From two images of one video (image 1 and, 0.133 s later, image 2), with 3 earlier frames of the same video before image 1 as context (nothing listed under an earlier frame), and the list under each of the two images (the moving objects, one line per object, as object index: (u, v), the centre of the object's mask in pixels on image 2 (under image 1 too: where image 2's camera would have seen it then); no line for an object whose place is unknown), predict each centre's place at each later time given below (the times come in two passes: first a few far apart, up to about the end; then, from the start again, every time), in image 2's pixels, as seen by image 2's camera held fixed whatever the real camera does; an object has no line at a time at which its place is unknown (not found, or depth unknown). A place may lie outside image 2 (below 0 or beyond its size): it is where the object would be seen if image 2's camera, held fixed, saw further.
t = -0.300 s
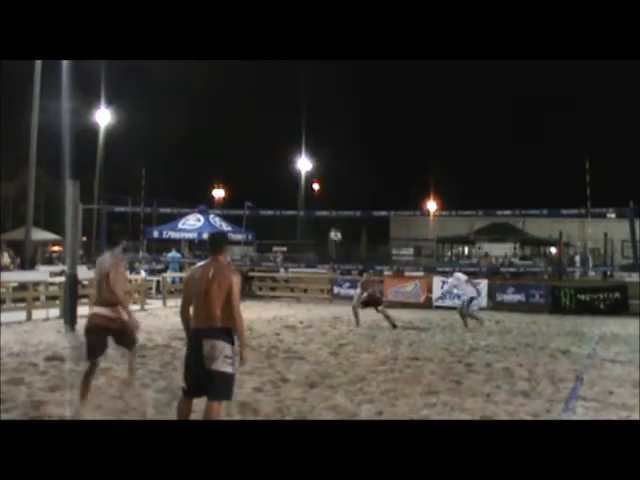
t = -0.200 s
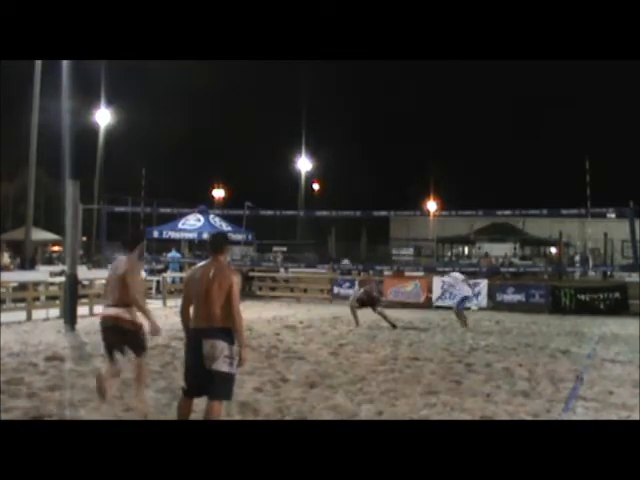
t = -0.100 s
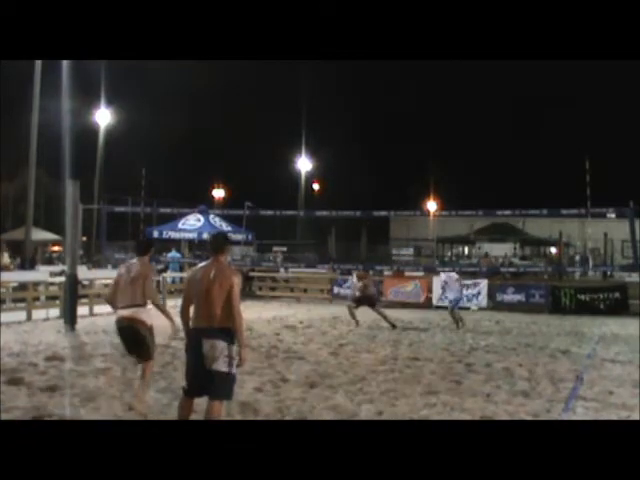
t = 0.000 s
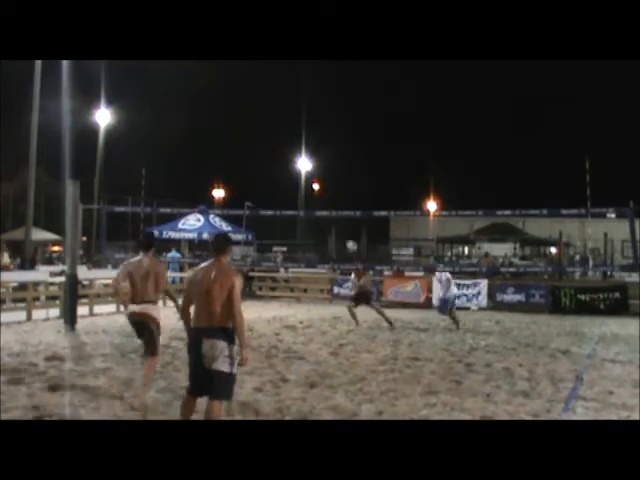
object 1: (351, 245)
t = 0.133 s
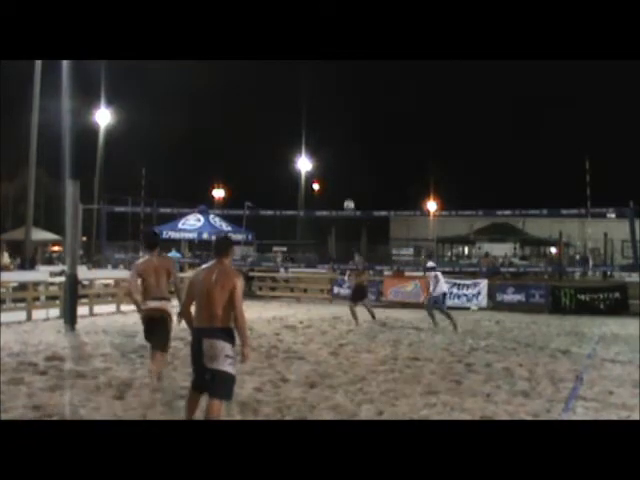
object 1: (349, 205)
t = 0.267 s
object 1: (347, 171)
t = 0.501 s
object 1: (344, 128)
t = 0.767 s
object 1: (340, 109)
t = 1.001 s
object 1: (335, 117)
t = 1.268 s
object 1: (330, 162)
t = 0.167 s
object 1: (348, 196)
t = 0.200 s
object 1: (348, 187)
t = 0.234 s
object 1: (347, 178)
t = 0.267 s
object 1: (347, 171)
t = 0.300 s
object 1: (346, 164)
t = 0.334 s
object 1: (346, 156)
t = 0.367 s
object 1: (346, 150)
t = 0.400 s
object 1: (345, 144)
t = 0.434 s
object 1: (344, 138)
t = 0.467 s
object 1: (344, 133)
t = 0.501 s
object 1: (344, 128)
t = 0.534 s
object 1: (343, 124)
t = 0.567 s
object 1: (342, 121)
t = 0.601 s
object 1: (342, 117)
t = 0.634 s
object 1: (342, 114)
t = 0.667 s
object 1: (341, 112)
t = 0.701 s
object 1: (341, 110)
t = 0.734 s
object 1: (340, 109)
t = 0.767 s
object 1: (340, 109)
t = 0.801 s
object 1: (339, 108)
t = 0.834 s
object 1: (338, 108)
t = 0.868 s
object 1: (338, 109)
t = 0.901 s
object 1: (337, 110)
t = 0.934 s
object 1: (336, 112)
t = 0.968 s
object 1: (336, 114)
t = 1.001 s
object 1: (335, 117)
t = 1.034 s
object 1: (335, 121)
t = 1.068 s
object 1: (334, 125)
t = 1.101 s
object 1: (333, 129)
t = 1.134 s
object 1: (332, 135)
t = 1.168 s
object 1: (332, 141)
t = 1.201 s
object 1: (331, 147)
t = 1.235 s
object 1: (330, 154)
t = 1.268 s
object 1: (330, 162)
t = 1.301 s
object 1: (329, 170)
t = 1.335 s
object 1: (328, 178)
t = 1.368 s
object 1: (327, 188)
